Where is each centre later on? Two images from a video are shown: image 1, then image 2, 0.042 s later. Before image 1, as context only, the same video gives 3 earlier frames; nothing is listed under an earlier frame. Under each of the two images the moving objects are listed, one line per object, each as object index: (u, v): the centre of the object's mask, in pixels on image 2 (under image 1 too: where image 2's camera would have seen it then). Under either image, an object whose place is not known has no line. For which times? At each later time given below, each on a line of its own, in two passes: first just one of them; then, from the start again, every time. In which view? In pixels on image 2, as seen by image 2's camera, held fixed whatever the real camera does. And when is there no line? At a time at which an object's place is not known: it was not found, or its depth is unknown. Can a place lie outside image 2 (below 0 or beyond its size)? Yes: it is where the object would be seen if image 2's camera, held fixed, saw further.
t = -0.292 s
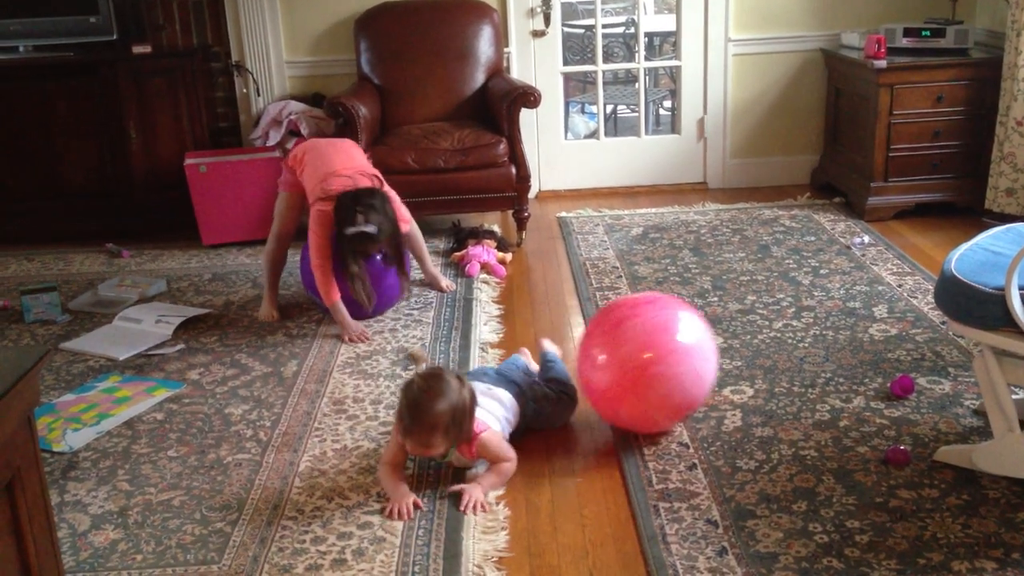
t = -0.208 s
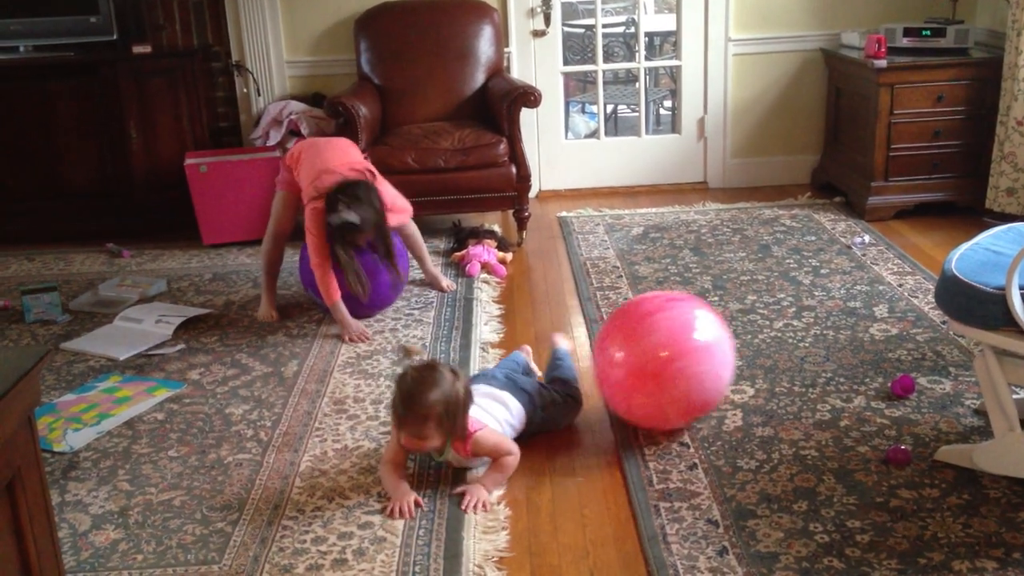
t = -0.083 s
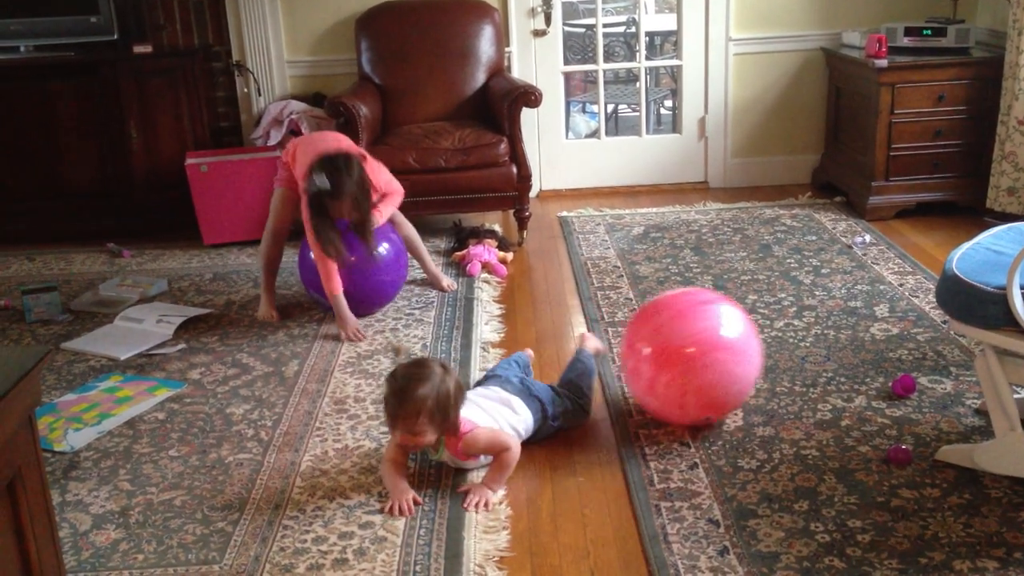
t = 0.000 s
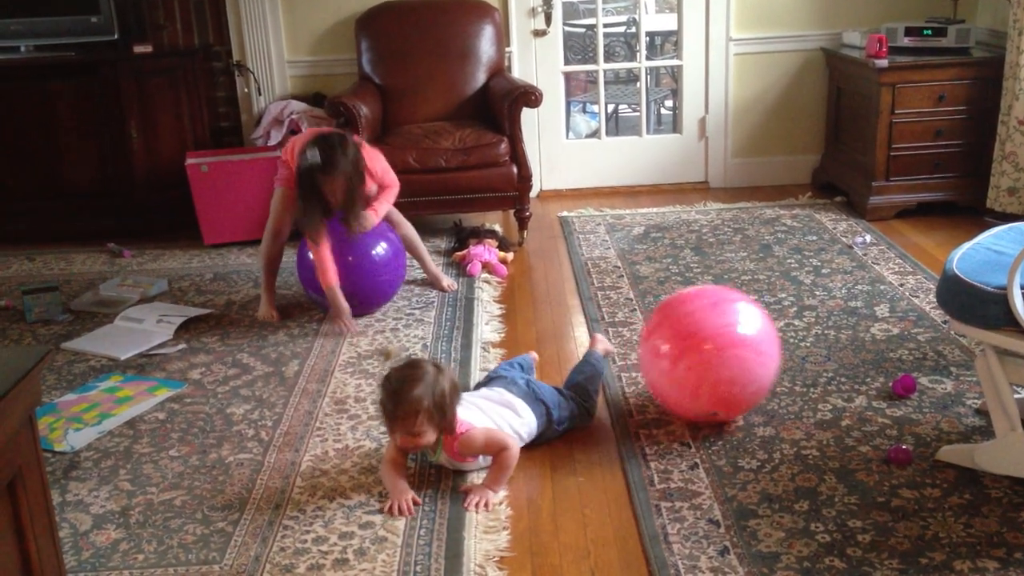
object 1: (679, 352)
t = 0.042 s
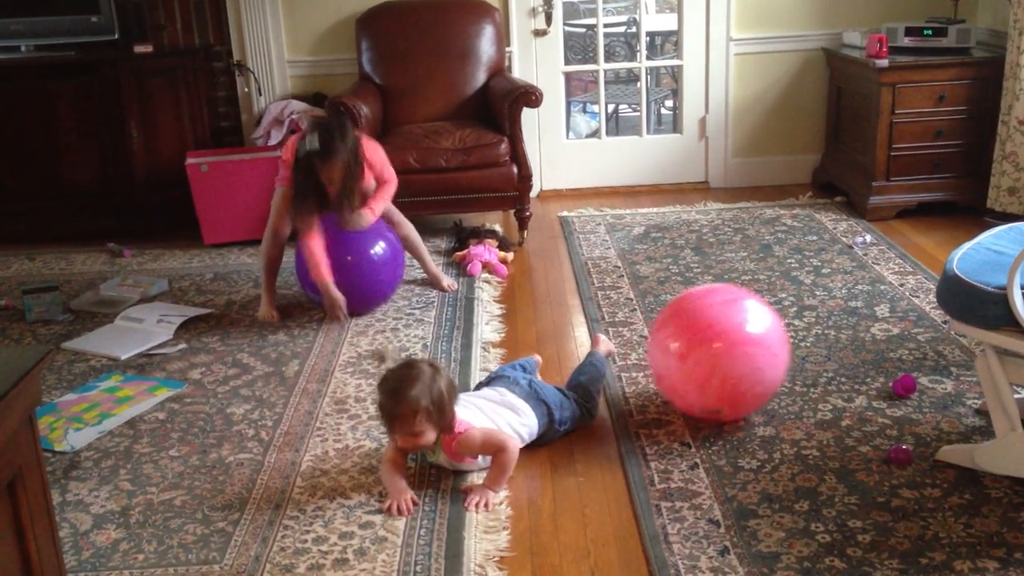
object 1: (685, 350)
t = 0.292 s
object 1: (727, 337)
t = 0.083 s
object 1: (694, 348)
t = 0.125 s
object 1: (697, 348)
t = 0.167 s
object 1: (703, 347)
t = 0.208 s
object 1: (709, 345)
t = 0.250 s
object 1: (719, 340)
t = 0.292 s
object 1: (727, 337)
